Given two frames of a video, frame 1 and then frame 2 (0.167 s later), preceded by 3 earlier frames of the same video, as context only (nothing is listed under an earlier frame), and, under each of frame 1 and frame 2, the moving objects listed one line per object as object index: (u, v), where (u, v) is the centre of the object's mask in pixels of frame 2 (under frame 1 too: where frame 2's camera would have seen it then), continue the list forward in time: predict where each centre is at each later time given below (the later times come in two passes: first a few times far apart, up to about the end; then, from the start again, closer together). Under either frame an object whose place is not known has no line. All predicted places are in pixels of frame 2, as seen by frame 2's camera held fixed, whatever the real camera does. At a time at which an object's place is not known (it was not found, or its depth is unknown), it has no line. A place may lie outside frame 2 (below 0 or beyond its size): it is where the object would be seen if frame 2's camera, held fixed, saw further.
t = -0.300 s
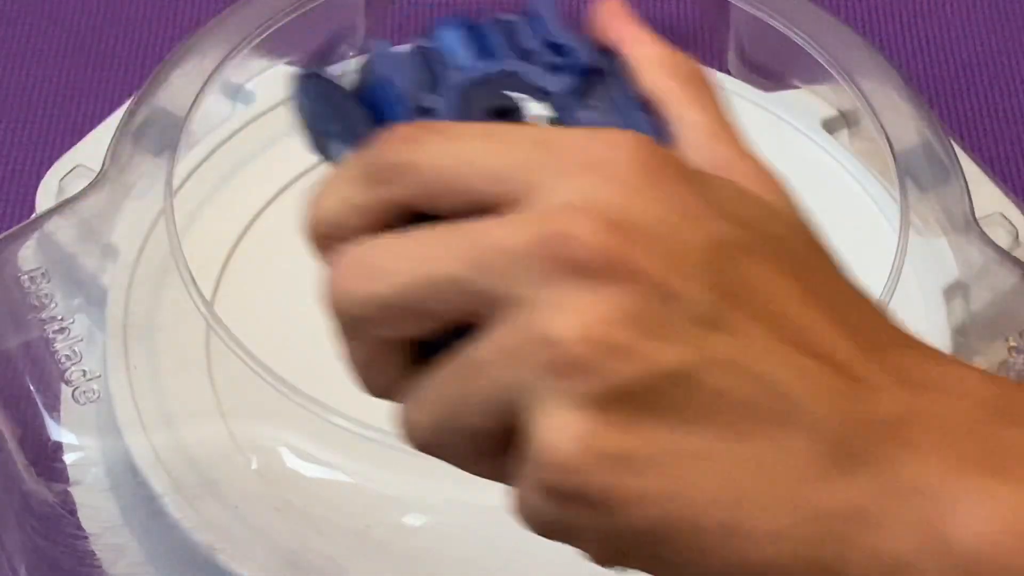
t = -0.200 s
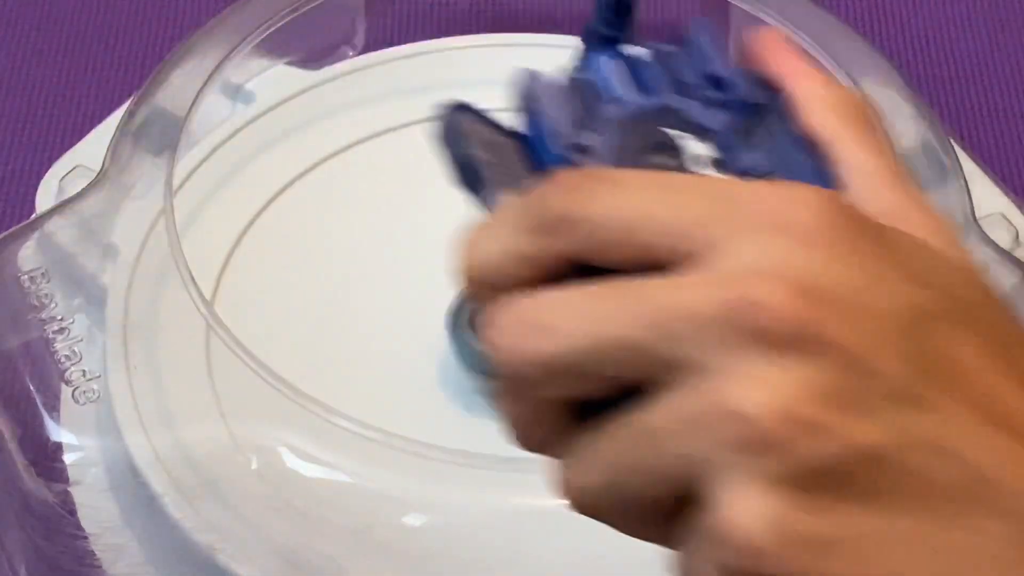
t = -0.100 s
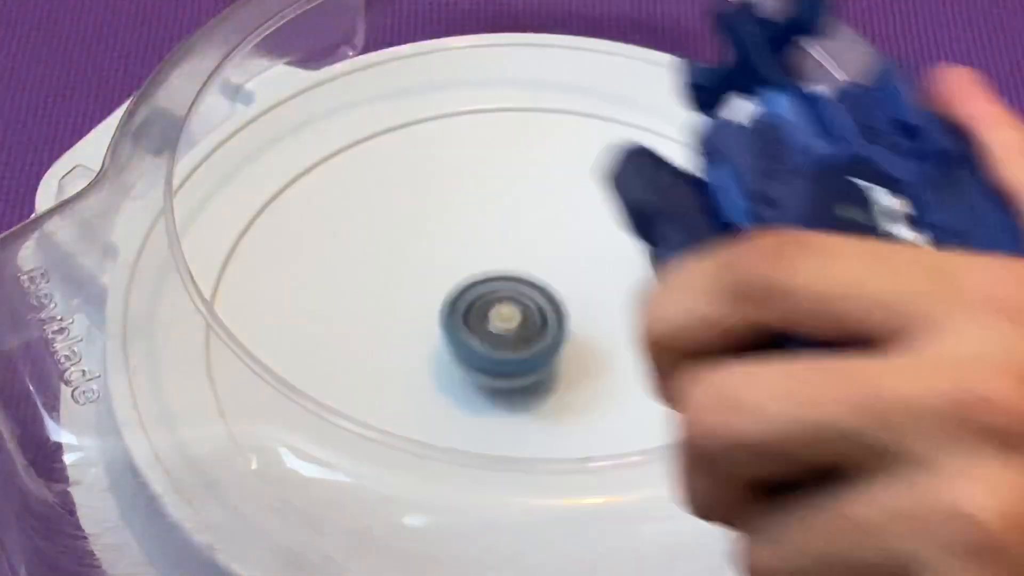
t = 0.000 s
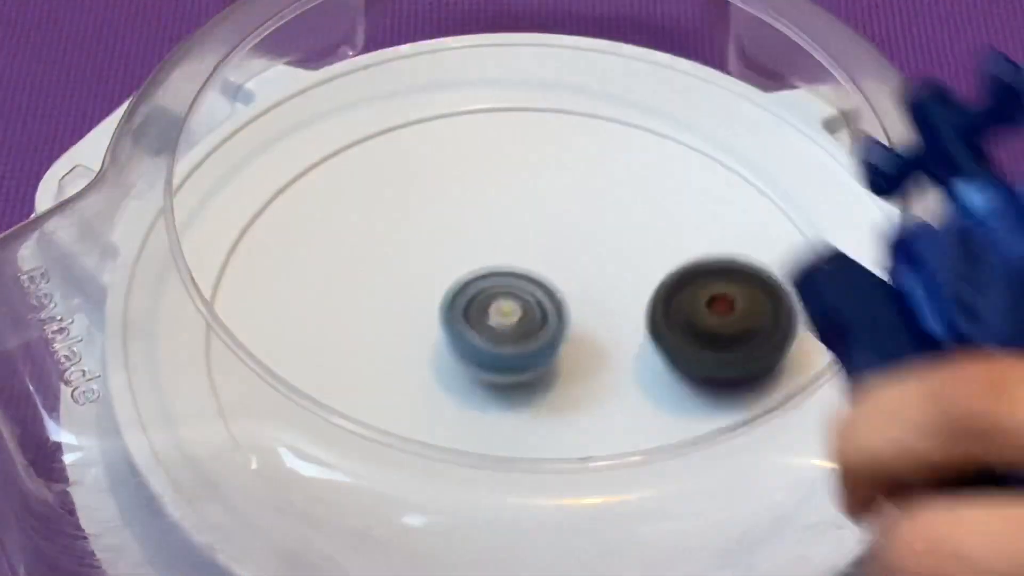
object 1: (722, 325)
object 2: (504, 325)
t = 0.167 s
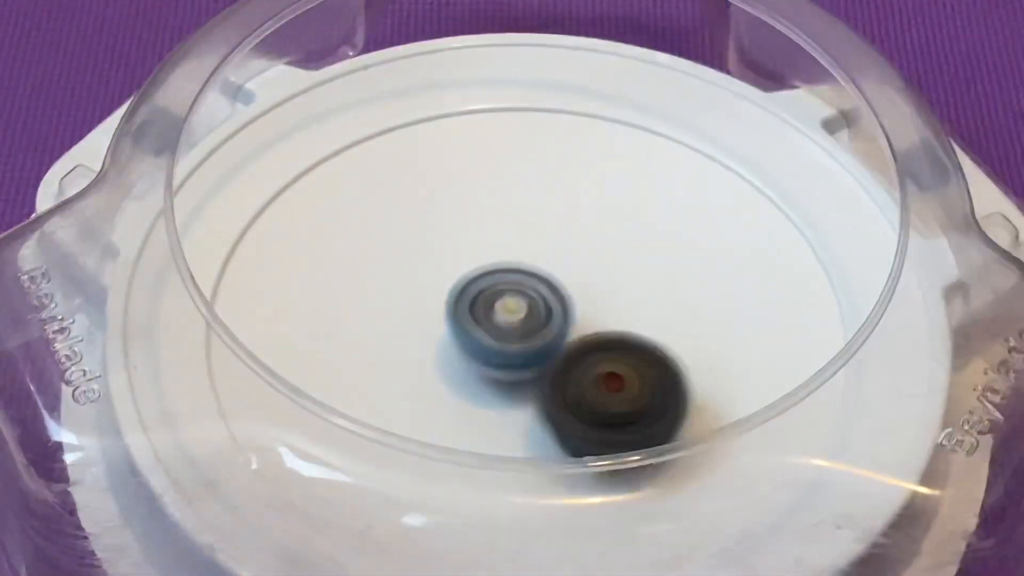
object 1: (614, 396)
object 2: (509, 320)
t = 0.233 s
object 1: (569, 406)
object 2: (496, 304)
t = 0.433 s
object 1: (463, 394)
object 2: (473, 271)
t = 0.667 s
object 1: (439, 361)
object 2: (422, 218)
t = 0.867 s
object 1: (463, 358)
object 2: (438, 239)
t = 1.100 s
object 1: (510, 414)
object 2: (440, 171)
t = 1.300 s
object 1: (500, 401)
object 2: (460, 199)
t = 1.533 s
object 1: (542, 363)
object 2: (530, 252)
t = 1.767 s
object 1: (583, 351)
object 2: (641, 239)
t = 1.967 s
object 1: (600, 330)
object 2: (664, 225)
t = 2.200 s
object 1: (566, 349)
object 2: (652, 204)
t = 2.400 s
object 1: (555, 359)
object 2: (599, 242)
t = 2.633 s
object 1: (526, 364)
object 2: (567, 253)
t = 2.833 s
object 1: (483, 377)
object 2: (559, 262)
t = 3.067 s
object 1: (462, 373)
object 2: (550, 259)
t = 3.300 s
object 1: (449, 377)
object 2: (532, 285)
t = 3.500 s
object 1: (446, 382)
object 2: (549, 291)
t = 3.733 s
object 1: (474, 377)
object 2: (571, 292)
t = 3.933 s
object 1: (485, 374)
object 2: (604, 273)
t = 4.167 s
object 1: (511, 364)
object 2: (600, 270)
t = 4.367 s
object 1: (508, 392)
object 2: (630, 232)
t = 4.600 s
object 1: (500, 382)
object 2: (611, 224)
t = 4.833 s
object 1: (513, 361)
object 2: (580, 256)
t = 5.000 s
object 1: (507, 359)
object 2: (576, 265)
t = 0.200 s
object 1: (591, 402)
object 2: (502, 310)
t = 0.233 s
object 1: (569, 406)
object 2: (496, 304)
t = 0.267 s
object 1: (547, 406)
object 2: (492, 299)
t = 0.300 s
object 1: (525, 405)
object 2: (487, 294)
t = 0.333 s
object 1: (503, 402)
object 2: (483, 292)
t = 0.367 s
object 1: (485, 398)
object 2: (479, 288)
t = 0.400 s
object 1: (472, 397)
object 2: (476, 279)
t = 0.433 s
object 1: (463, 394)
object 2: (473, 271)
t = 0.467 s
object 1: (456, 389)
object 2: (467, 264)
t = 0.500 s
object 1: (446, 383)
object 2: (460, 261)
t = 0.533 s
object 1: (439, 374)
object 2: (447, 254)
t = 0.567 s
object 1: (436, 365)
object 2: (436, 250)
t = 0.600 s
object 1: (434, 365)
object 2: (428, 233)
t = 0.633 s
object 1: (436, 363)
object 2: (425, 223)
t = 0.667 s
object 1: (439, 361)
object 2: (422, 218)
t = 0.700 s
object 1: (443, 359)
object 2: (421, 216)
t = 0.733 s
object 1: (447, 357)
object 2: (423, 217)
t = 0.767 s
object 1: (451, 356)
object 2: (425, 220)
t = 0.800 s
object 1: (455, 355)
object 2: (430, 226)
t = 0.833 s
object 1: (458, 355)
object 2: (434, 234)
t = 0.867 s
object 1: (463, 358)
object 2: (438, 239)
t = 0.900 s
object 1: (478, 383)
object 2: (434, 211)
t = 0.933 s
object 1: (492, 397)
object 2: (435, 192)
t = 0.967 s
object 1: (503, 405)
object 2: (436, 181)
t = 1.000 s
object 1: (510, 411)
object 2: (439, 174)
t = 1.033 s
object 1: (513, 413)
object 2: (440, 172)
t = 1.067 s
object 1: (513, 414)
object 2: (440, 171)
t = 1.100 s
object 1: (510, 414)
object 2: (440, 171)
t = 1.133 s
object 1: (507, 413)
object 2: (440, 171)
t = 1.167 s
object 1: (503, 412)
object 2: (442, 172)
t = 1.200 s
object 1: (499, 410)
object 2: (446, 176)
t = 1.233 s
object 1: (498, 408)
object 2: (450, 180)
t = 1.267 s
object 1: (498, 405)
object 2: (455, 189)
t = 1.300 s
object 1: (500, 401)
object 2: (460, 199)
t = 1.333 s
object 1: (503, 397)
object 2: (468, 209)
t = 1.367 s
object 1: (508, 391)
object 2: (477, 221)
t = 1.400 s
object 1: (514, 381)
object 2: (487, 229)
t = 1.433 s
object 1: (521, 374)
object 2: (496, 235)
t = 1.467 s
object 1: (529, 366)
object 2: (506, 240)
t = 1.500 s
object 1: (537, 367)
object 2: (517, 250)
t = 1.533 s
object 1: (542, 363)
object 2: (530, 252)
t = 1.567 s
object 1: (549, 363)
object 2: (546, 251)
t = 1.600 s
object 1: (555, 363)
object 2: (566, 251)
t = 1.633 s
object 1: (560, 362)
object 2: (584, 250)
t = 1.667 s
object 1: (567, 359)
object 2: (600, 248)
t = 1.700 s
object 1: (574, 357)
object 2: (614, 245)
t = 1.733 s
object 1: (580, 353)
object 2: (628, 242)
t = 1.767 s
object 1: (583, 351)
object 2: (641, 239)
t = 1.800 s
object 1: (585, 349)
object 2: (651, 236)
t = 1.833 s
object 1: (587, 349)
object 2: (660, 231)
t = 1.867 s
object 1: (589, 341)
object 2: (669, 227)
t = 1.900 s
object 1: (592, 335)
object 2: (672, 223)
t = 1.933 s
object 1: (597, 334)
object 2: (670, 223)
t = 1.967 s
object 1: (600, 330)
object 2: (664, 225)
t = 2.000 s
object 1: (598, 331)
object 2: (663, 221)
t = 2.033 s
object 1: (595, 332)
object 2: (661, 216)
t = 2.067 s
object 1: (593, 330)
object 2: (657, 218)
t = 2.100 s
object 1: (591, 328)
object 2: (652, 220)
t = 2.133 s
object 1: (584, 334)
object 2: (653, 216)
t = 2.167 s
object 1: (575, 343)
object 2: (655, 206)
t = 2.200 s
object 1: (566, 349)
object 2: (652, 204)
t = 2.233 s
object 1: (559, 354)
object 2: (647, 205)
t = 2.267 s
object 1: (555, 357)
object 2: (640, 211)
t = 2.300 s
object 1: (552, 359)
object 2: (630, 218)
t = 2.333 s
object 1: (552, 360)
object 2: (619, 225)
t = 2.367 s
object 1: (553, 360)
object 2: (609, 235)
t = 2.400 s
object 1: (555, 359)
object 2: (599, 242)
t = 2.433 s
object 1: (558, 358)
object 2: (591, 249)
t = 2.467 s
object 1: (559, 363)
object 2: (584, 249)
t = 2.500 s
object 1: (555, 363)
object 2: (578, 250)
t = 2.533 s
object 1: (550, 363)
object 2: (572, 249)
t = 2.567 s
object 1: (542, 364)
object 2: (568, 249)
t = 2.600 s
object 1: (534, 364)
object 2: (567, 250)
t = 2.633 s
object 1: (526, 364)
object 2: (567, 253)
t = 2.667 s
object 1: (517, 364)
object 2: (566, 260)
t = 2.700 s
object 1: (506, 372)
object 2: (569, 259)
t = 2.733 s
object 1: (497, 378)
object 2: (569, 258)
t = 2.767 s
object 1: (490, 379)
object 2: (566, 259)
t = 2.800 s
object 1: (486, 379)
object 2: (563, 261)
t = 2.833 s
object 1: (483, 377)
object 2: (559, 262)
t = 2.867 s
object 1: (482, 372)
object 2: (555, 263)
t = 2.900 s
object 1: (481, 369)
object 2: (551, 266)
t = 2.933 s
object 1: (481, 365)
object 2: (548, 267)
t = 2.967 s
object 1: (477, 368)
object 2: (550, 262)
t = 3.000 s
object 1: (471, 371)
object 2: (552, 258)
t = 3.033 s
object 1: (467, 372)
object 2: (553, 257)
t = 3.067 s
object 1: (462, 373)
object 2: (550, 259)
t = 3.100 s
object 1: (459, 375)
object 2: (548, 261)
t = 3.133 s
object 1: (455, 376)
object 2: (545, 263)
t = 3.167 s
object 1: (453, 377)
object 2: (542, 267)
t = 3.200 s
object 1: (450, 378)
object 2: (539, 271)
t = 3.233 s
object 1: (449, 378)
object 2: (537, 276)
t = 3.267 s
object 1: (448, 378)
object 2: (534, 281)
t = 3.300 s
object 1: (449, 377)
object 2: (532, 285)
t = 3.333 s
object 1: (449, 378)
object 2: (530, 288)
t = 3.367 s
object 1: (448, 379)
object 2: (531, 289)
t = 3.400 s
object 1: (448, 379)
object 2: (532, 291)
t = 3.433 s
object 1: (448, 379)
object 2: (534, 294)
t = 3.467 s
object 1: (446, 381)
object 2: (542, 292)
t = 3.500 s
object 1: (446, 382)
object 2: (549, 291)
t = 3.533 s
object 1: (448, 382)
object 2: (555, 289)
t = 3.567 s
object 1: (450, 382)
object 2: (559, 289)
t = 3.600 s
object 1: (453, 382)
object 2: (562, 289)
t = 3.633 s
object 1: (457, 381)
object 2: (565, 289)
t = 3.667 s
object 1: (462, 380)
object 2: (567, 289)
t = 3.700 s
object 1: (467, 379)
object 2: (569, 289)
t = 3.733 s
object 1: (474, 377)
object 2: (571, 292)
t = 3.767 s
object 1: (481, 375)
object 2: (575, 289)
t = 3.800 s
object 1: (479, 379)
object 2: (587, 283)
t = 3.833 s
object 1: (478, 377)
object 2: (595, 277)
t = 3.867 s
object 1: (479, 378)
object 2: (601, 273)
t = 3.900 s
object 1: (482, 376)
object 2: (603, 272)
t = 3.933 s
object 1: (485, 374)
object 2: (604, 273)
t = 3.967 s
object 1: (490, 371)
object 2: (603, 274)
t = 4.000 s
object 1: (495, 368)
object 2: (600, 276)
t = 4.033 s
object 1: (501, 365)
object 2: (595, 279)
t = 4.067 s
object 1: (505, 364)
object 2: (592, 279)
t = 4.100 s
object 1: (506, 366)
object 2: (595, 274)
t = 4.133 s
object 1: (508, 365)
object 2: (597, 272)
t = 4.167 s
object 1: (511, 364)
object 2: (600, 270)
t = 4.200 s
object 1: (516, 363)
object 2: (602, 270)
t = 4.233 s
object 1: (520, 361)
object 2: (603, 270)
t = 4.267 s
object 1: (525, 360)
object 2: (603, 271)
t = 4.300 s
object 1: (521, 372)
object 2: (614, 258)
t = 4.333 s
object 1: (514, 384)
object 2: (625, 242)
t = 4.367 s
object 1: (508, 392)
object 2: (630, 232)
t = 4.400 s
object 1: (503, 394)
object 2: (632, 225)
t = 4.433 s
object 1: (500, 394)
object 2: (632, 220)
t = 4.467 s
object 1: (499, 393)
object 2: (630, 218)
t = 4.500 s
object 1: (498, 392)
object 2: (626, 217)
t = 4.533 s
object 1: (499, 391)
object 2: (622, 219)
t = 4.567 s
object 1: (499, 389)
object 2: (617, 221)
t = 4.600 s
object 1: (500, 382)
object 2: (611, 224)
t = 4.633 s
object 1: (502, 379)
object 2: (605, 229)
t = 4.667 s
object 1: (503, 373)
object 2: (599, 234)
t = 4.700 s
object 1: (506, 370)
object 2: (592, 239)
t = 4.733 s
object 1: (509, 364)
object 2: (588, 246)
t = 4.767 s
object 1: (512, 360)
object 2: (582, 254)
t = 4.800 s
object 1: (514, 358)
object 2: (578, 259)
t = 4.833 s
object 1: (513, 361)
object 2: (580, 256)
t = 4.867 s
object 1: (509, 364)
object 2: (584, 253)
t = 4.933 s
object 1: (507, 363)
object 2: (582, 258)
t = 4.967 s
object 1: (507, 361)
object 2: (579, 261)
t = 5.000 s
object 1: (507, 359)
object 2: (576, 265)
